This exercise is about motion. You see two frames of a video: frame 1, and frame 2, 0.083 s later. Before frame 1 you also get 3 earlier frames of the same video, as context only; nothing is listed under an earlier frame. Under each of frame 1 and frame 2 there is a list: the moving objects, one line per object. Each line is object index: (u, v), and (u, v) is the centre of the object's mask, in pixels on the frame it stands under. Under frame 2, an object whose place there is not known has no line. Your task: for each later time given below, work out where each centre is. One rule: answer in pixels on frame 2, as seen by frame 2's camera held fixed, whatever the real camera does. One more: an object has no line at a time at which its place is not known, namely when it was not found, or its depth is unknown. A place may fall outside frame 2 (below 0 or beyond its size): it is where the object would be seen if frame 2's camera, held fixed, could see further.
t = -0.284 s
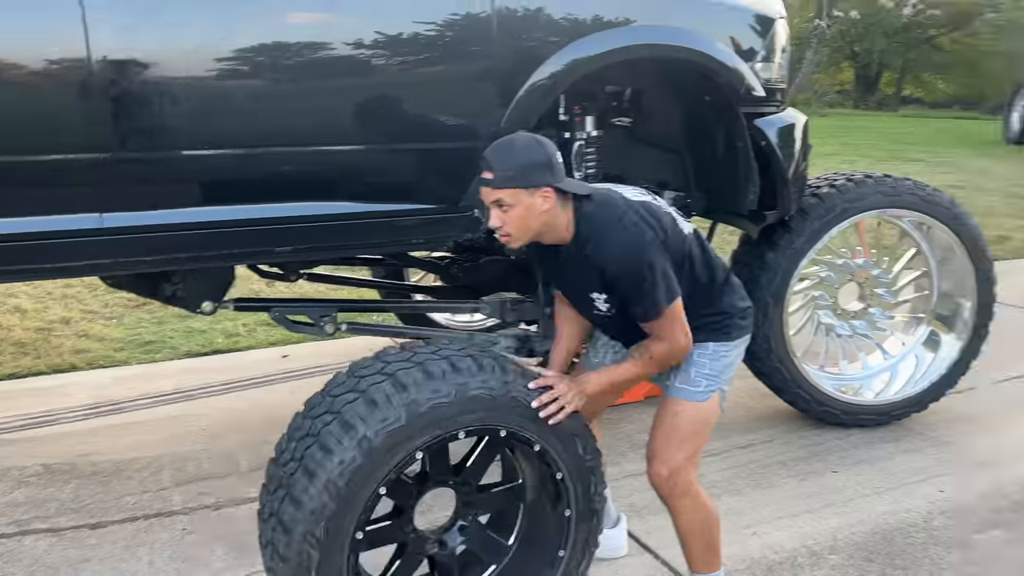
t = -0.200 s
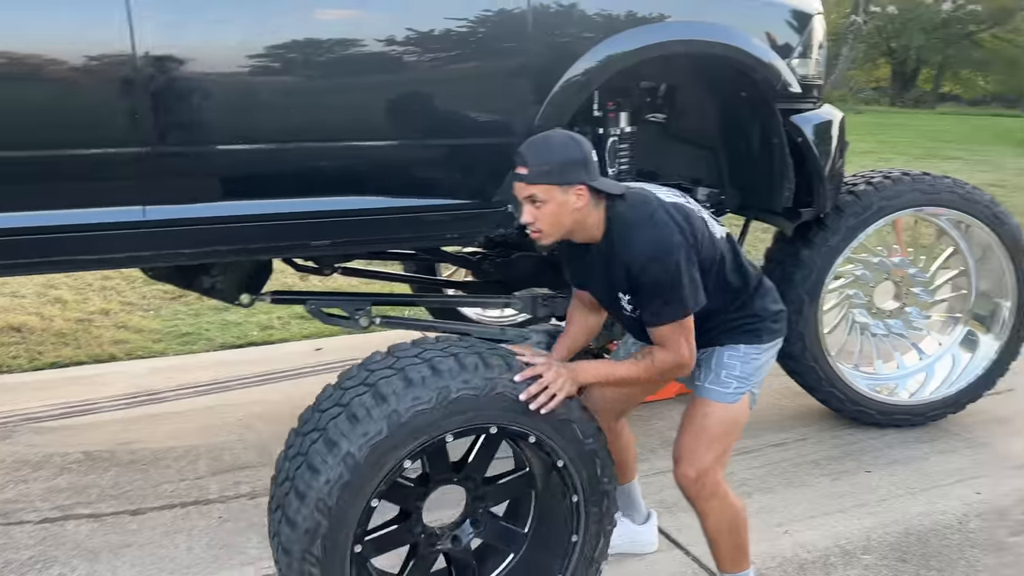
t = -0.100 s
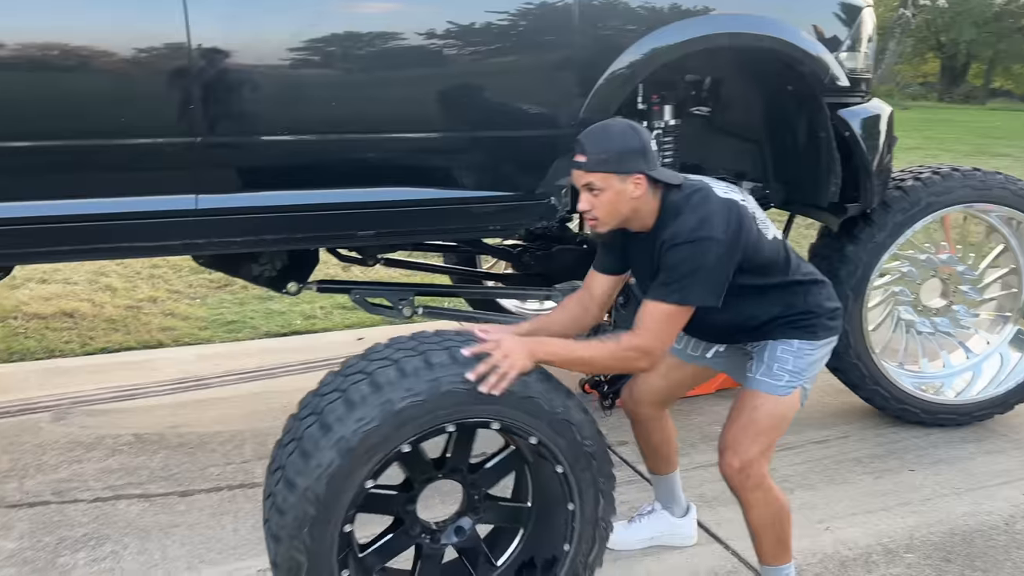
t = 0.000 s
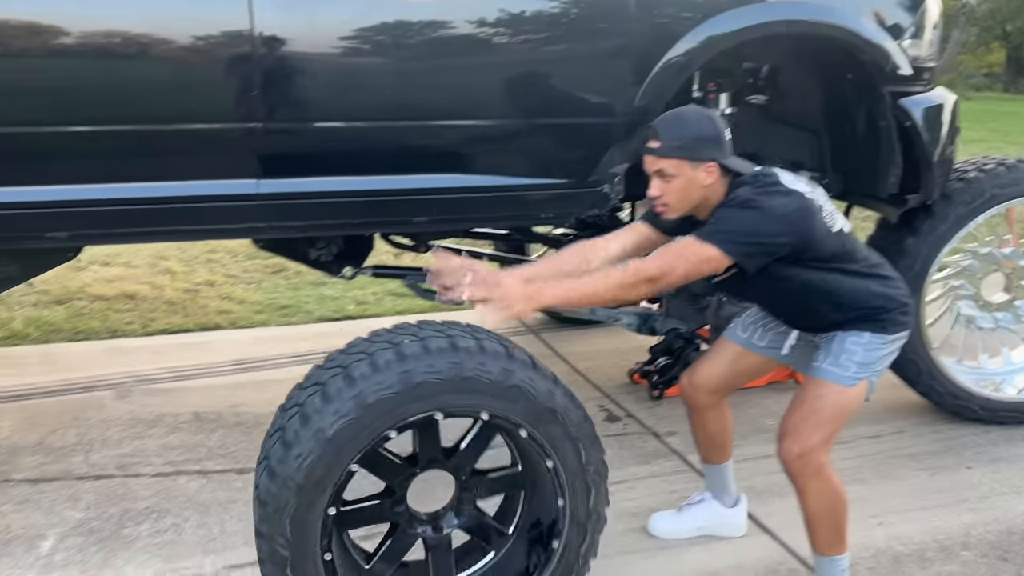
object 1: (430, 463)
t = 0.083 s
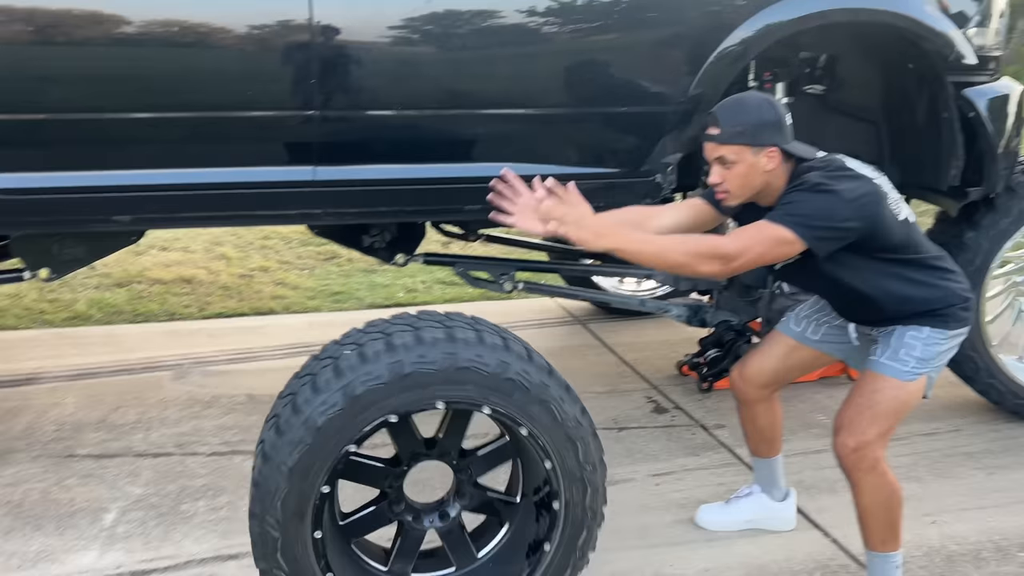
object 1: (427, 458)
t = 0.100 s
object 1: (416, 461)
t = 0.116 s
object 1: (405, 463)
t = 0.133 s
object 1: (394, 465)
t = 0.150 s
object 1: (383, 467)
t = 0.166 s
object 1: (372, 470)
